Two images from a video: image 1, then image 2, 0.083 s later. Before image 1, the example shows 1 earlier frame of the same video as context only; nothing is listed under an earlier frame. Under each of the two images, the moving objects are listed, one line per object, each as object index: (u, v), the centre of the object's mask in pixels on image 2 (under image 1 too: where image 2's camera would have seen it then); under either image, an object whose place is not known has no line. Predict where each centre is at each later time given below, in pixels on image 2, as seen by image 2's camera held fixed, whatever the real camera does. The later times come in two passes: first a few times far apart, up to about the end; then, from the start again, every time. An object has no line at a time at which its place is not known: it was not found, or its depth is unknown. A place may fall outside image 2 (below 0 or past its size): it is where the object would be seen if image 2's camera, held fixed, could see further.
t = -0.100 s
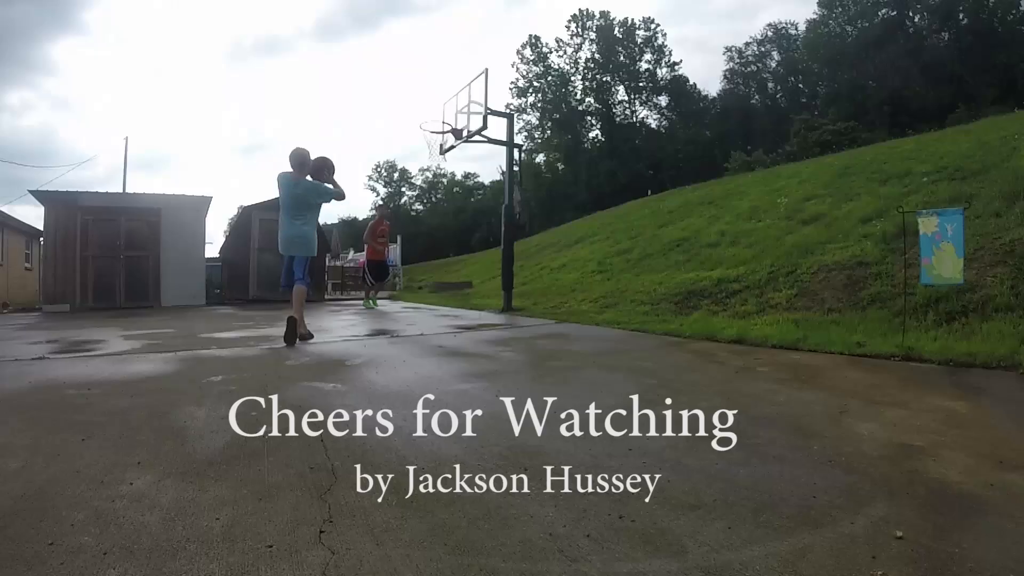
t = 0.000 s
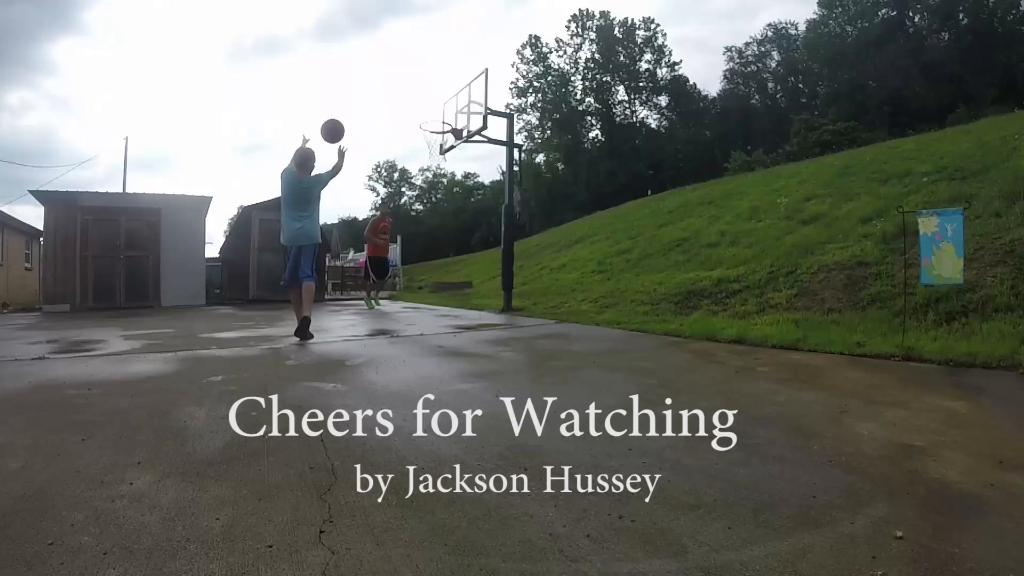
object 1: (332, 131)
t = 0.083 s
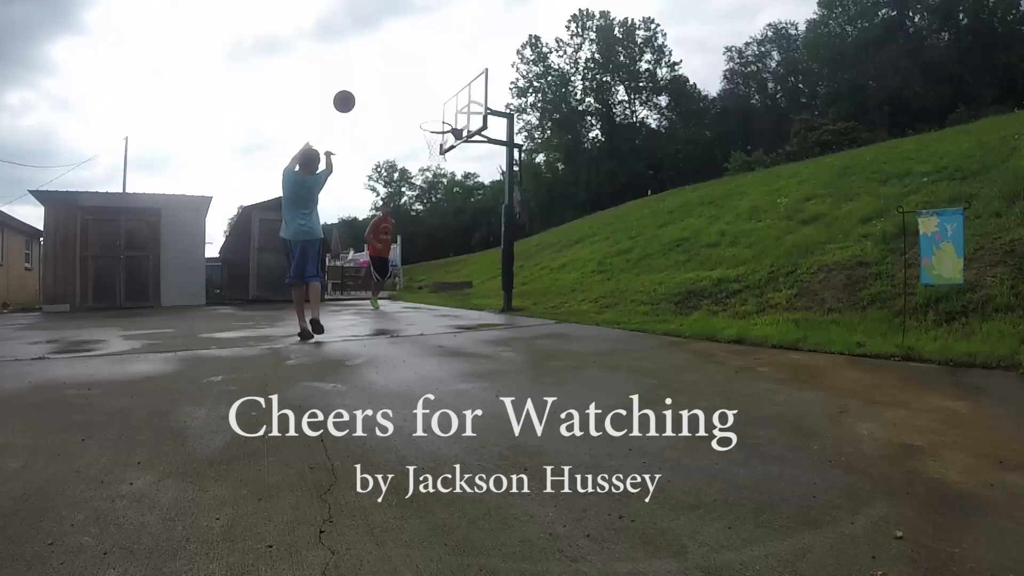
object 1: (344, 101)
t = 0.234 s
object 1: (361, 72)
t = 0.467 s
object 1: (381, 69)
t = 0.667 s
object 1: (392, 95)
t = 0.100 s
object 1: (346, 97)
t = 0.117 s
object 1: (348, 92)
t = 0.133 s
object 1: (350, 89)
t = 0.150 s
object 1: (352, 85)
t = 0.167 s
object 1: (354, 82)
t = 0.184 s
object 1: (356, 79)
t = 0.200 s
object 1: (358, 76)
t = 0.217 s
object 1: (360, 74)
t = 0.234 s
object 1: (361, 72)
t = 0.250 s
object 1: (363, 70)
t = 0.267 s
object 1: (365, 69)
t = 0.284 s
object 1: (366, 68)
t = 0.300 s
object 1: (368, 67)
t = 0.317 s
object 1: (369, 66)
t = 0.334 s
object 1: (370, 65)
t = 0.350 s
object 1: (372, 65)
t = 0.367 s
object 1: (373, 65)
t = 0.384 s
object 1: (374, 65)
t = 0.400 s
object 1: (376, 65)
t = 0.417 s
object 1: (377, 66)
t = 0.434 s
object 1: (378, 67)
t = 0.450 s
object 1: (379, 68)
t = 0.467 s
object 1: (381, 69)
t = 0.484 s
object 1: (382, 70)
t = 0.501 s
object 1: (383, 72)
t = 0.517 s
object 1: (384, 73)
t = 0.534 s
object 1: (385, 75)
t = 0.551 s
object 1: (386, 77)
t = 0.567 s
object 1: (387, 79)
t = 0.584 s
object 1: (388, 81)
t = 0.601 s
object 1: (389, 84)
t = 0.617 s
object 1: (390, 86)
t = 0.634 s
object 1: (390, 89)
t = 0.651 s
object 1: (391, 92)
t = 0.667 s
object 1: (392, 95)
